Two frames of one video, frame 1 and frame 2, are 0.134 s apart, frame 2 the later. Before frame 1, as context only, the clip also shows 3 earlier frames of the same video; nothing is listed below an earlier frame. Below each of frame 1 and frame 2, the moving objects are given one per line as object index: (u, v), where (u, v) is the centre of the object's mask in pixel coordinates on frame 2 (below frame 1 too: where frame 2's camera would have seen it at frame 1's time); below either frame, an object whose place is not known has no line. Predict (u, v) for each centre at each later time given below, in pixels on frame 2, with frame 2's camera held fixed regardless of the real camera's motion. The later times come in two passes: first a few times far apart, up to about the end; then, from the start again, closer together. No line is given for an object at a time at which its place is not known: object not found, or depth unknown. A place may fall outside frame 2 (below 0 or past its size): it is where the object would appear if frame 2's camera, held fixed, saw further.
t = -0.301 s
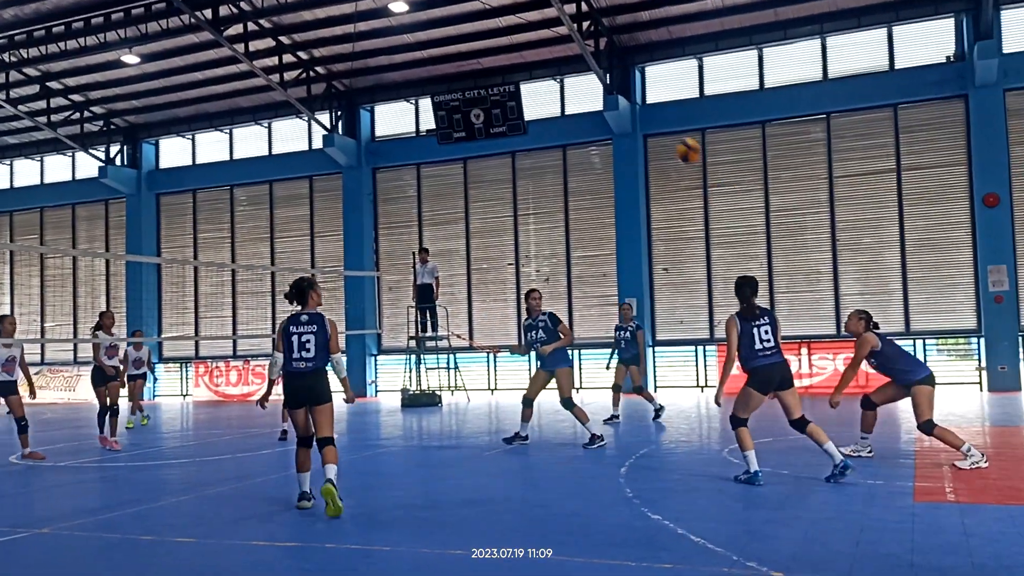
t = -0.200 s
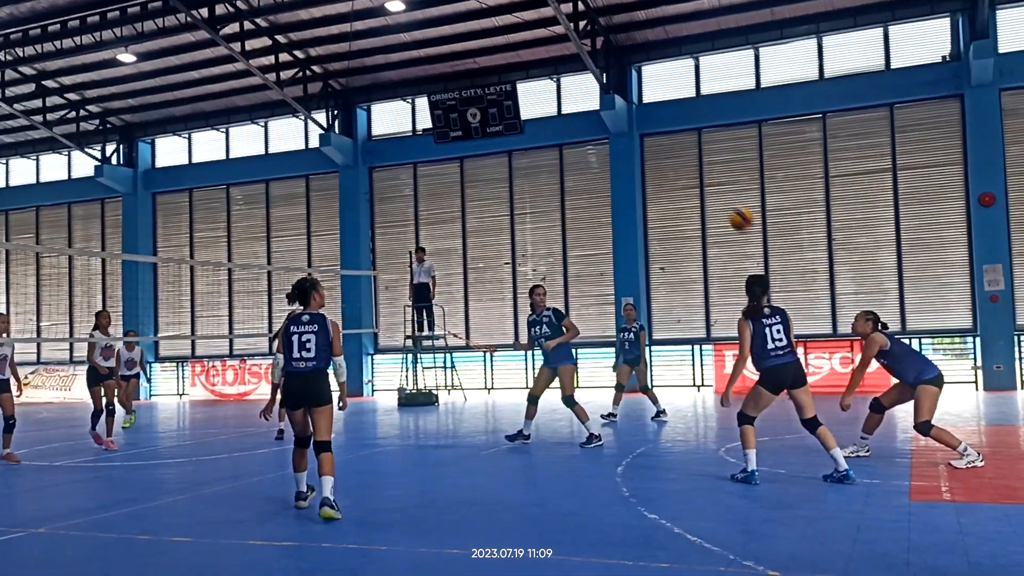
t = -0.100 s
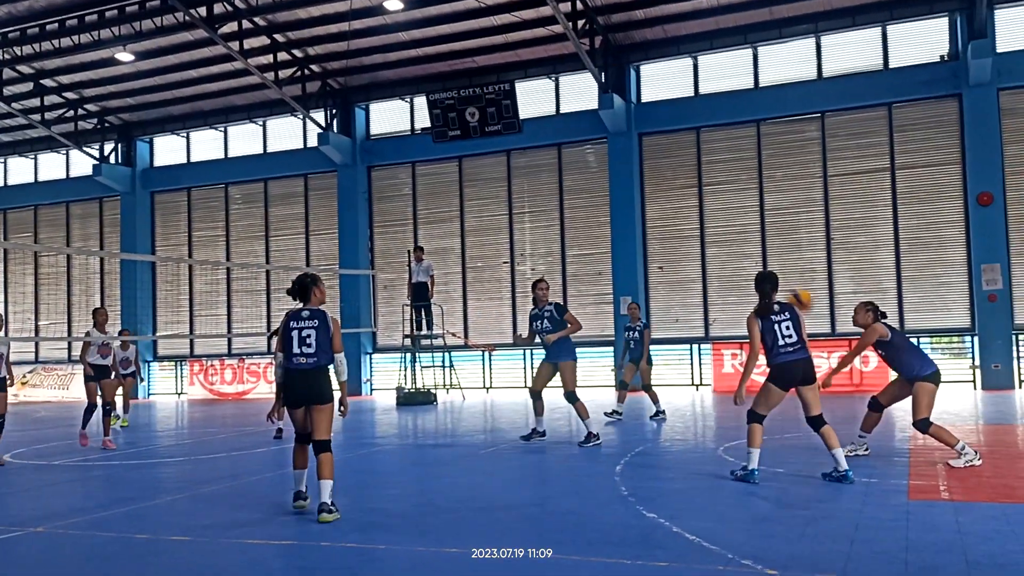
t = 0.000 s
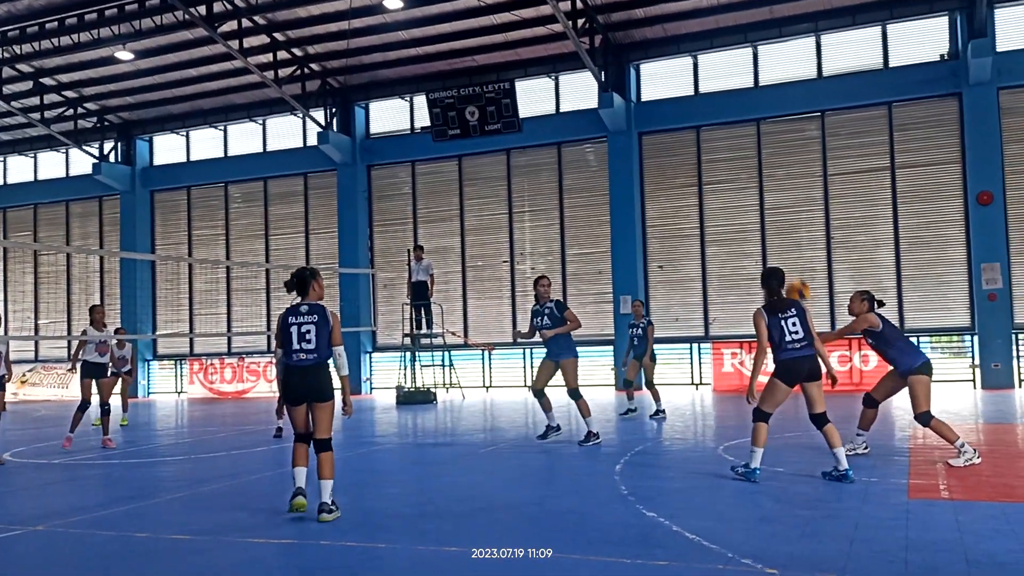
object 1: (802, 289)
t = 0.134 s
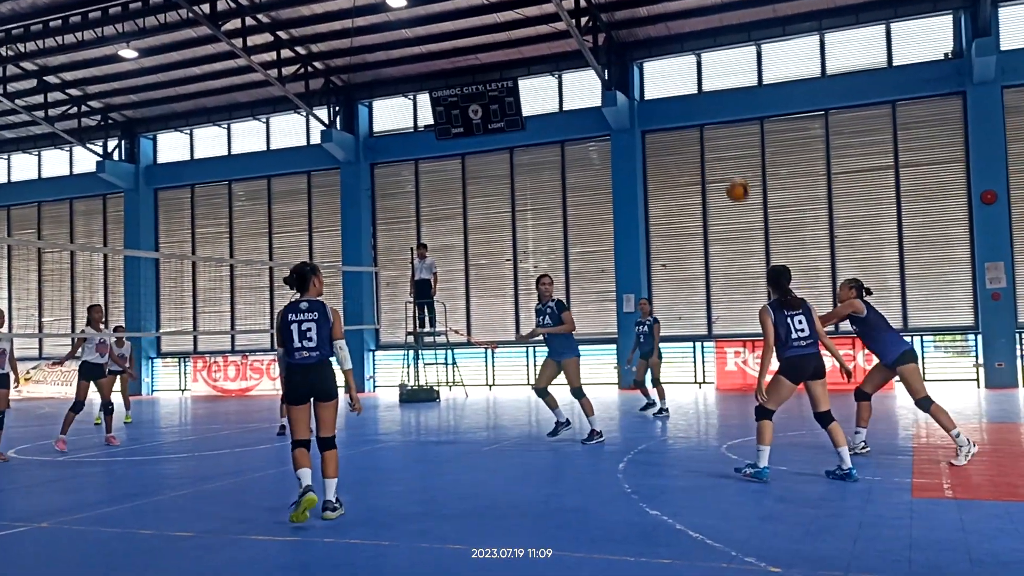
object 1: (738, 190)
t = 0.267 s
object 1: (682, 116)
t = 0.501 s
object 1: (595, 43)
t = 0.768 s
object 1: (510, 35)
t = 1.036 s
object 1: (439, 92)
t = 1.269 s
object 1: (387, 187)
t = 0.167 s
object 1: (723, 169)
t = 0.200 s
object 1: (708, 149)
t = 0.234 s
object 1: (695, 132)
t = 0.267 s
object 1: (682, 116)
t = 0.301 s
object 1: (669, 103)
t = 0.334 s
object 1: (655, 89)
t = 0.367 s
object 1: (642, 77)
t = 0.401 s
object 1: (629, 66)
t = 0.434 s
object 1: (617, 58)
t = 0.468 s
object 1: (606, 50)
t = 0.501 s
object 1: (595, 43)
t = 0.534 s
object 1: (583, 38)
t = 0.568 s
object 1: (572, 34)
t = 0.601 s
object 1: (561, 32)
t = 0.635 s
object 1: (551, 30)
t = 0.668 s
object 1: (540, 30)
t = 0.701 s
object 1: (530, 30)
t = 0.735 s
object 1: (520, 32)
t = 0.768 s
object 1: (510, 35)
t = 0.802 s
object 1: (501, 38)
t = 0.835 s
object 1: (491, 43)
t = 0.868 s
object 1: (482, 49)
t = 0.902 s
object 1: (473, 55)
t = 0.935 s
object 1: (464, 64)
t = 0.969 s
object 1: (456, 73)
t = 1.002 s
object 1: (447, 81)
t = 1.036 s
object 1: (439, 92)
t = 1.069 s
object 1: (432, 103)
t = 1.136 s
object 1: (416, 129)
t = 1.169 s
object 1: (408, 142)
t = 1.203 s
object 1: (401, 156)
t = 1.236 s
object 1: (394, 171)
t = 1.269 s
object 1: (387, 187)
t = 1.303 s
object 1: (379, 204)
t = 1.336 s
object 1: (372, 222)
